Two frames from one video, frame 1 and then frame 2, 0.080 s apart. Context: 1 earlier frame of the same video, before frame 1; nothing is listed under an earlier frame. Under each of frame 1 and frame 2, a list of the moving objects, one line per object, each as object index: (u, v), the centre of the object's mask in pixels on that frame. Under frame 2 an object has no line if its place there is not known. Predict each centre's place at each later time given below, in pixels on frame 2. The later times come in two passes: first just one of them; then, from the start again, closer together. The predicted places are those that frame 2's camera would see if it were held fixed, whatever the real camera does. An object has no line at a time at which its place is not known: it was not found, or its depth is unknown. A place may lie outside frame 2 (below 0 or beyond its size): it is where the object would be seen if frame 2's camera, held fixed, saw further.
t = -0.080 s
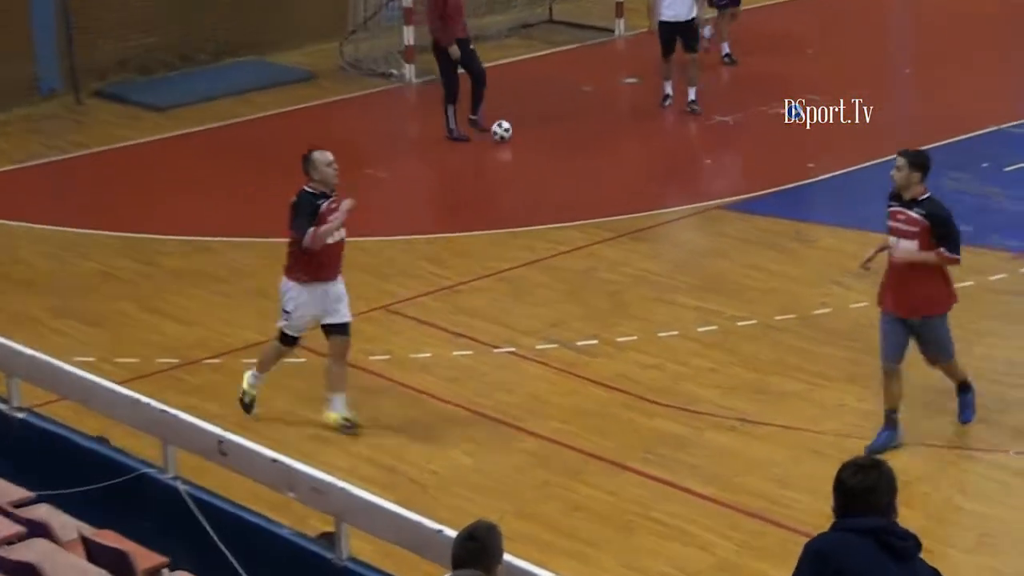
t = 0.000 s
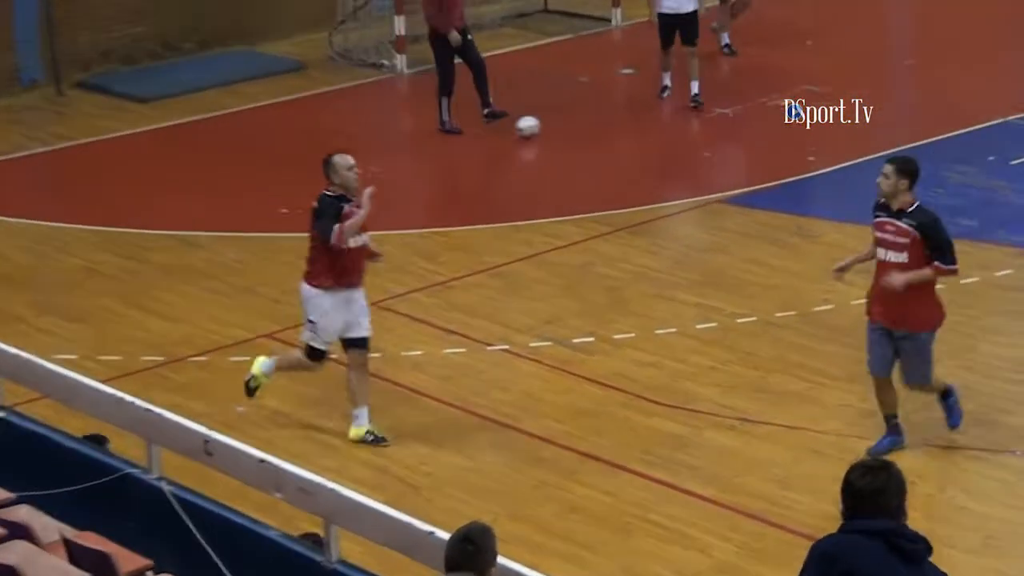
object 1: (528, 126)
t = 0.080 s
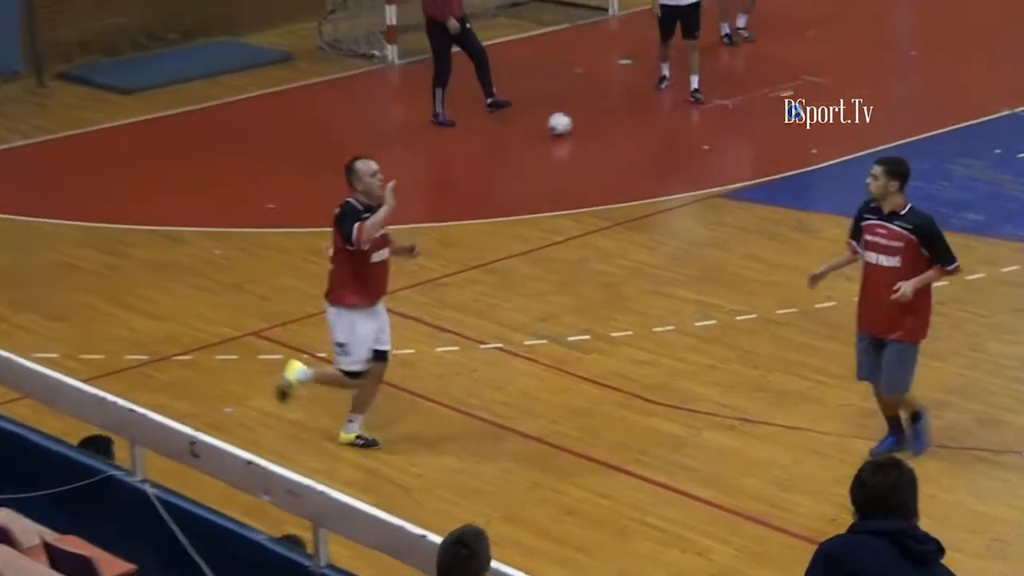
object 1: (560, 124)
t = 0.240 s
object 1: (626, 131)
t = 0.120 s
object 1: (577, 125)
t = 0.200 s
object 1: (610, 128)
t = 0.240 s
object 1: (626, 131)
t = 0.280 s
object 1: (642, 132)
